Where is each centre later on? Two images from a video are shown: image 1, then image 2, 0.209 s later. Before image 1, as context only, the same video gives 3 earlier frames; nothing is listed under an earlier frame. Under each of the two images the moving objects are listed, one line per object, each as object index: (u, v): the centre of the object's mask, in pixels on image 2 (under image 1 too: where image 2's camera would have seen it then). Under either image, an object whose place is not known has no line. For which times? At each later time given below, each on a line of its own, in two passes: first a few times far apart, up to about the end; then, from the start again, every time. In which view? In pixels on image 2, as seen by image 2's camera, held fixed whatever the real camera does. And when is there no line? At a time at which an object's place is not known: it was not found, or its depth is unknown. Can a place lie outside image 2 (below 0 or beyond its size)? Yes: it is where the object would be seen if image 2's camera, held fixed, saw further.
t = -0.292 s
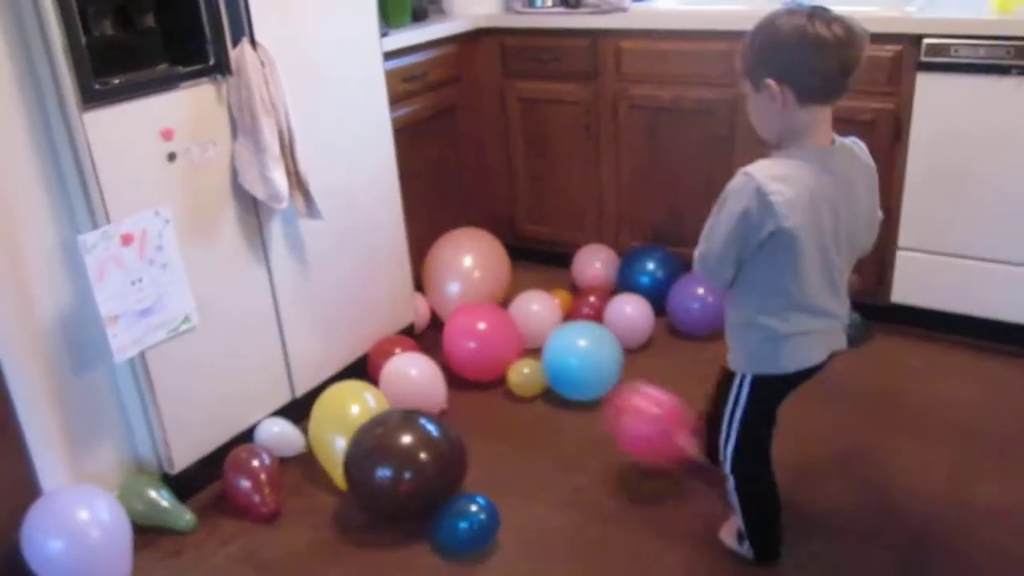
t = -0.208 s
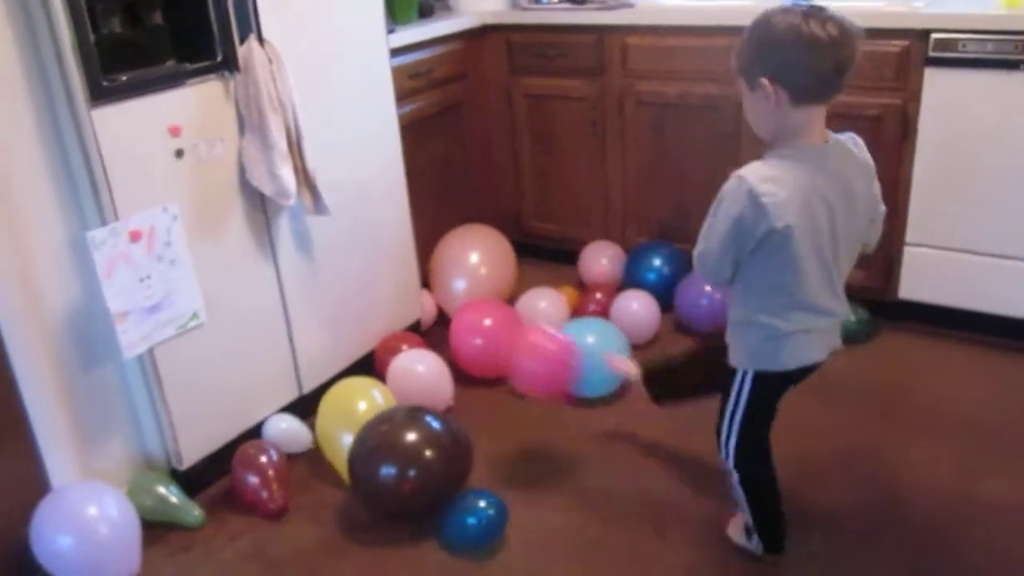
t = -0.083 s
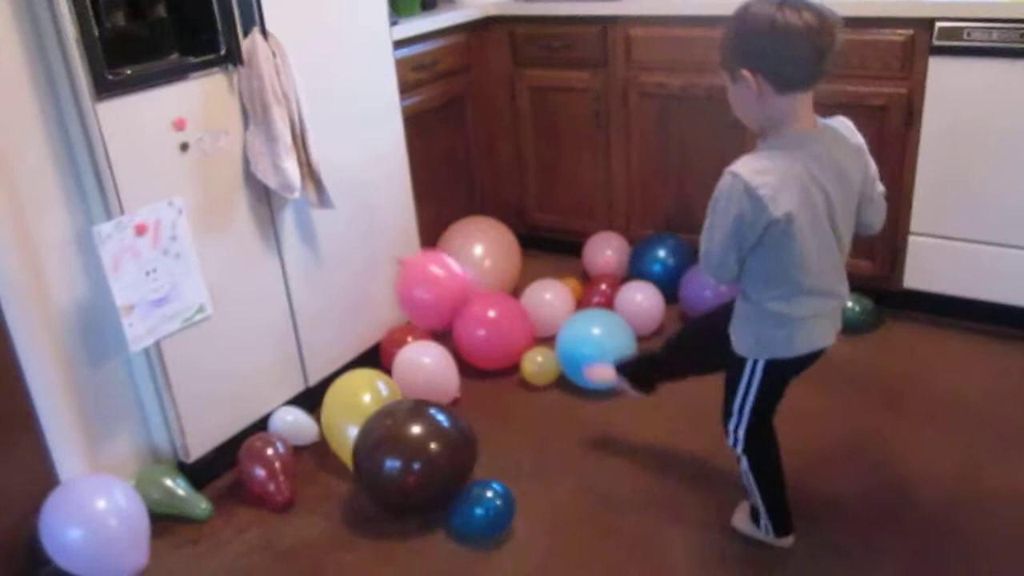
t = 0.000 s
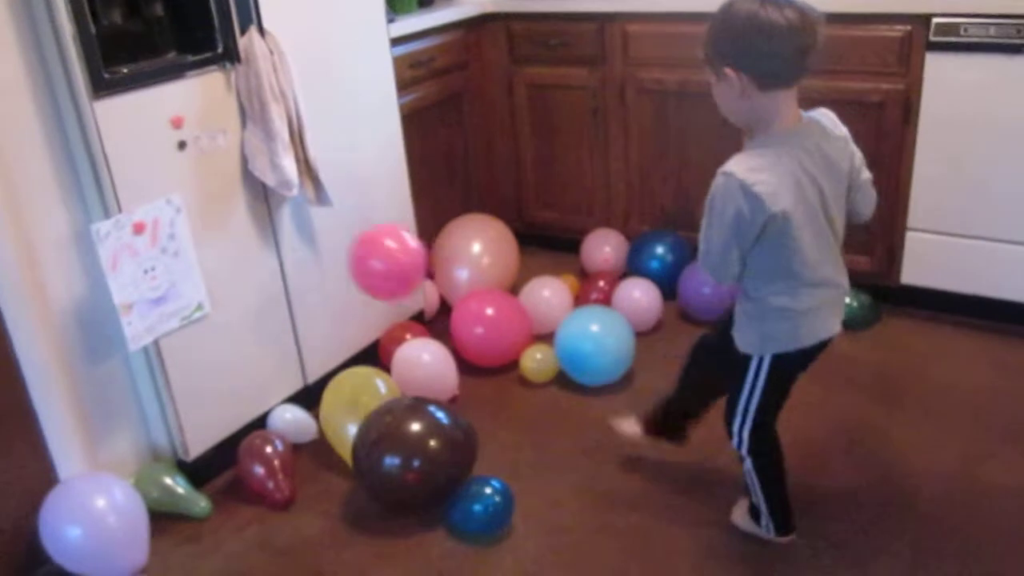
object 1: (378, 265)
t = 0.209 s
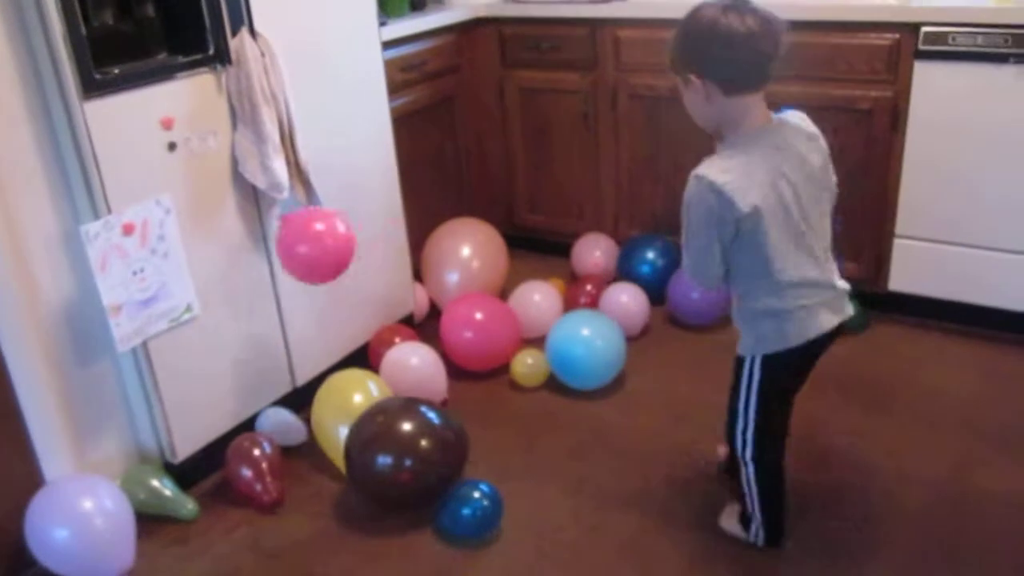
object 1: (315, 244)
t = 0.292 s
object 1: (302, 254)
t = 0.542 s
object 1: (278, 319)
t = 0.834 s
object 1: (294, 397)
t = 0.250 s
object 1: (308, 248)
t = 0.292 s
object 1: (302, 254)
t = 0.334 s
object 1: (296, 261)
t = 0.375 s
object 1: (289, 269)
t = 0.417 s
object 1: (282, 279)
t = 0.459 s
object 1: (275, 290)
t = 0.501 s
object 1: (269, 302)
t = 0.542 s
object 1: (278, 319)
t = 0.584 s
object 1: (288, 337)
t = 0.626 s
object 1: (297, 355)
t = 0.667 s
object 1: (296, 364)
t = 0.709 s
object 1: (286, 368)
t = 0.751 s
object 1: (286, 374)
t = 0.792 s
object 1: (290, 385)
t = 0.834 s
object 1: (294, 397)
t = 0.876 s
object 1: (298, 410)
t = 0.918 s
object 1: (302, 424)
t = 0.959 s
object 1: (304, 439)
